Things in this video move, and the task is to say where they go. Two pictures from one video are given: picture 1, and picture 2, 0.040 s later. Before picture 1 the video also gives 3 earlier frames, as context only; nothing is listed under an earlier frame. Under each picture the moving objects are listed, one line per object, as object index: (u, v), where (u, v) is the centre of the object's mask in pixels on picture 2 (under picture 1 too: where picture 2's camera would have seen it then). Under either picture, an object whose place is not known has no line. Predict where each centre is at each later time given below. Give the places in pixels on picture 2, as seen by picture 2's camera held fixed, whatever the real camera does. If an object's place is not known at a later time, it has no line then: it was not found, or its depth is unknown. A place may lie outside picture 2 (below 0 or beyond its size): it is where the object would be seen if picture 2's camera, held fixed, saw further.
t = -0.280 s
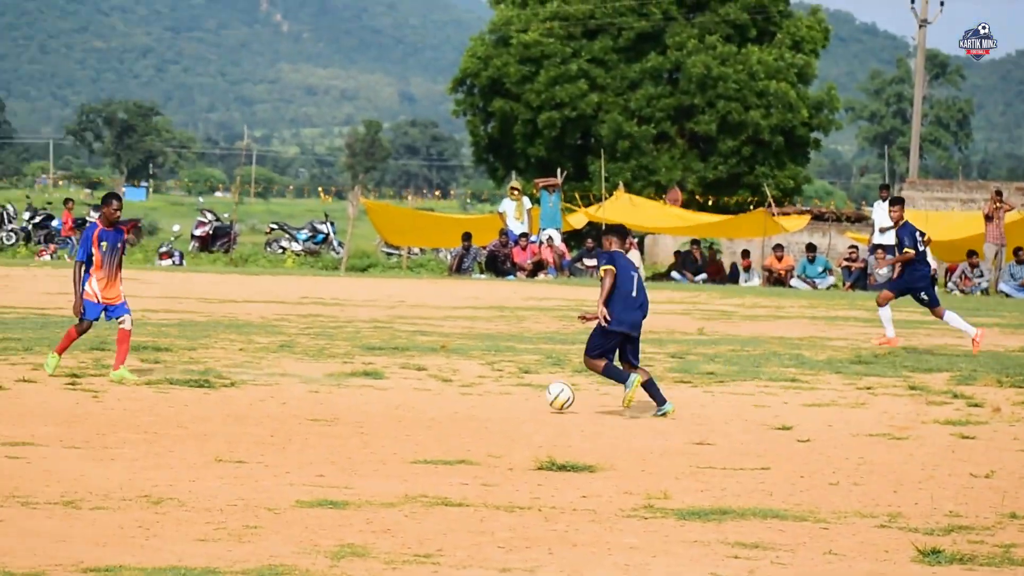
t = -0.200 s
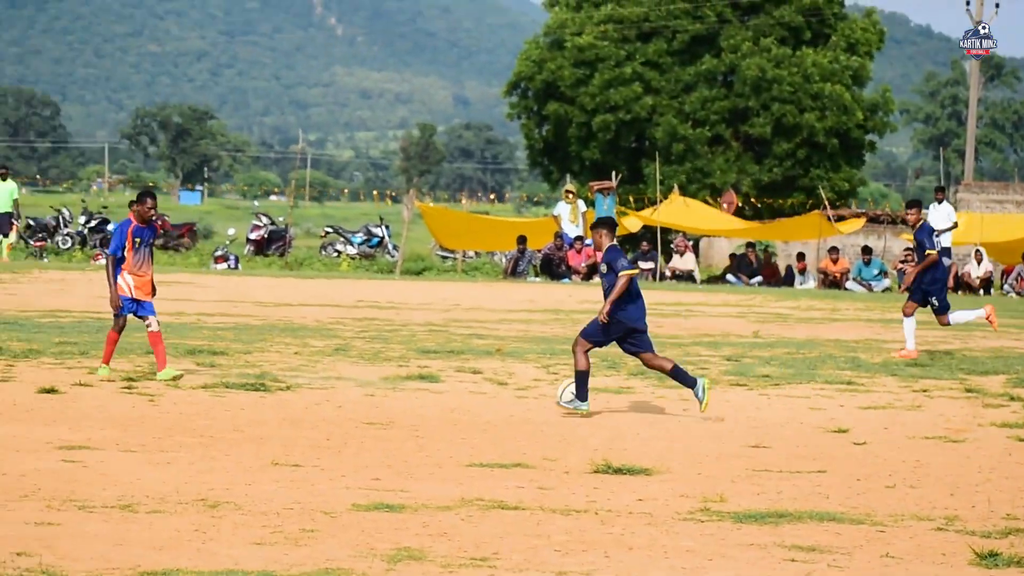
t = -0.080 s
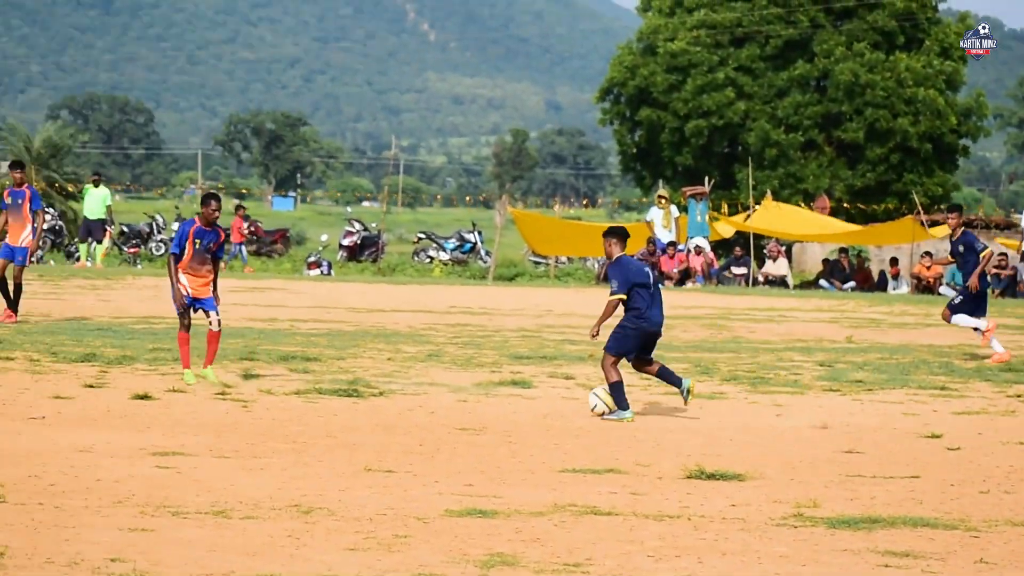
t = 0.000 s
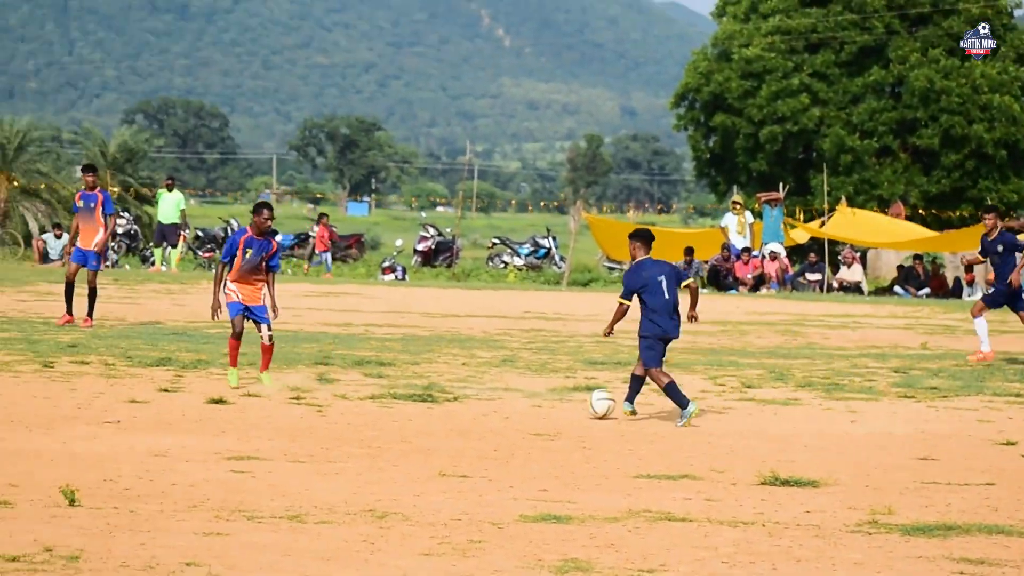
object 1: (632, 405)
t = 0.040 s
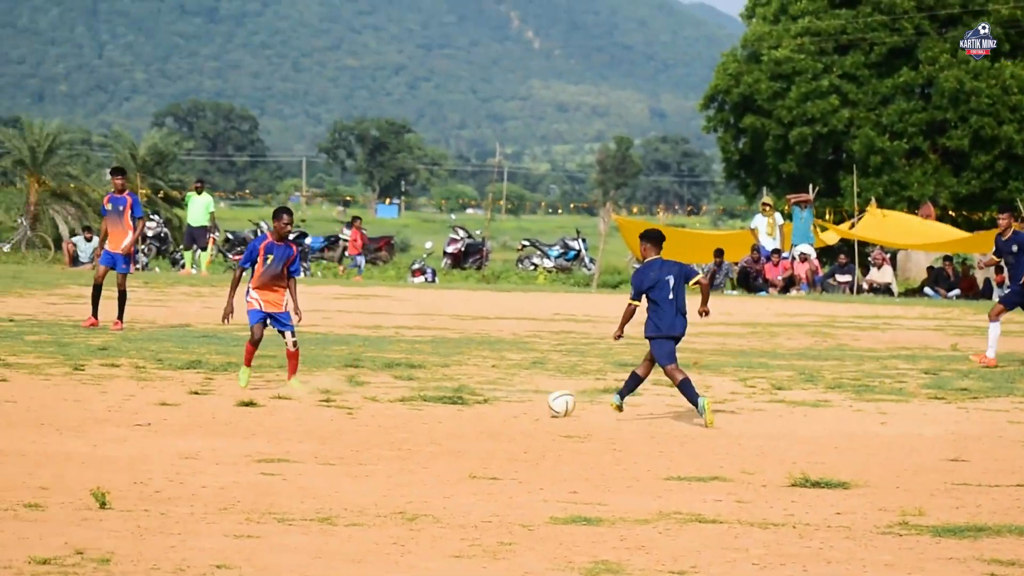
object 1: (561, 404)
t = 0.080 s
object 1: (495, 399)
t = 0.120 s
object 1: (398, 394)
